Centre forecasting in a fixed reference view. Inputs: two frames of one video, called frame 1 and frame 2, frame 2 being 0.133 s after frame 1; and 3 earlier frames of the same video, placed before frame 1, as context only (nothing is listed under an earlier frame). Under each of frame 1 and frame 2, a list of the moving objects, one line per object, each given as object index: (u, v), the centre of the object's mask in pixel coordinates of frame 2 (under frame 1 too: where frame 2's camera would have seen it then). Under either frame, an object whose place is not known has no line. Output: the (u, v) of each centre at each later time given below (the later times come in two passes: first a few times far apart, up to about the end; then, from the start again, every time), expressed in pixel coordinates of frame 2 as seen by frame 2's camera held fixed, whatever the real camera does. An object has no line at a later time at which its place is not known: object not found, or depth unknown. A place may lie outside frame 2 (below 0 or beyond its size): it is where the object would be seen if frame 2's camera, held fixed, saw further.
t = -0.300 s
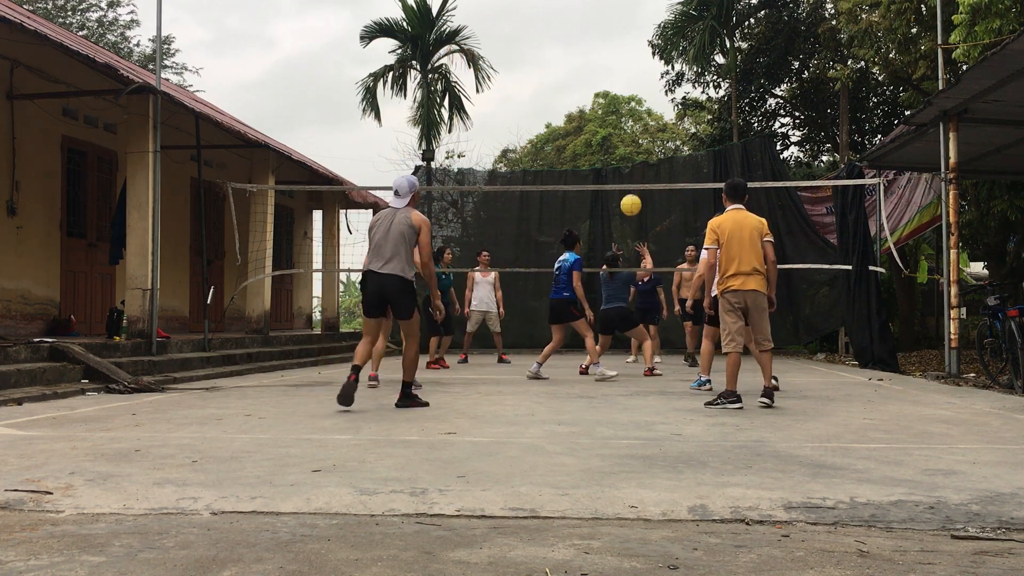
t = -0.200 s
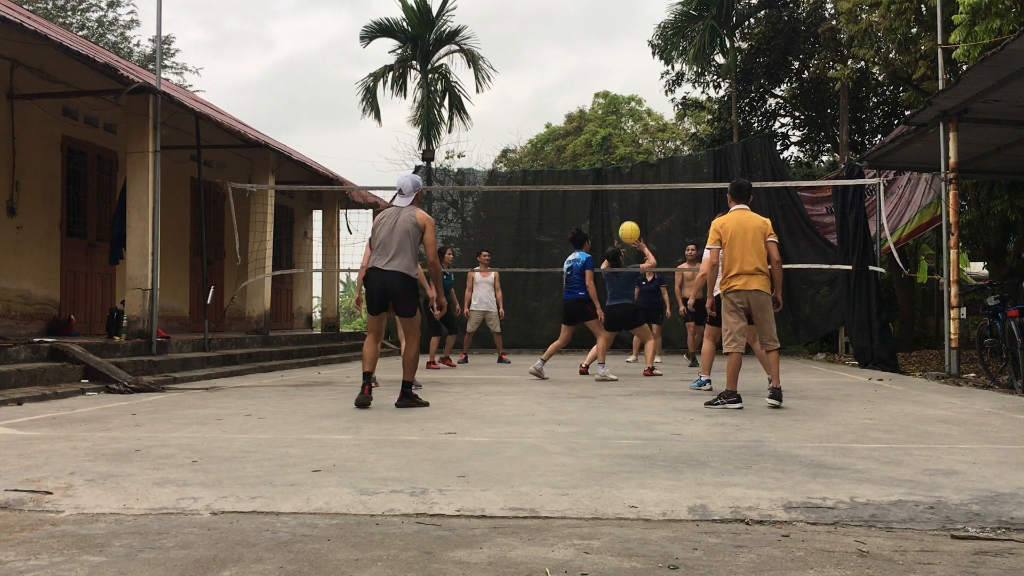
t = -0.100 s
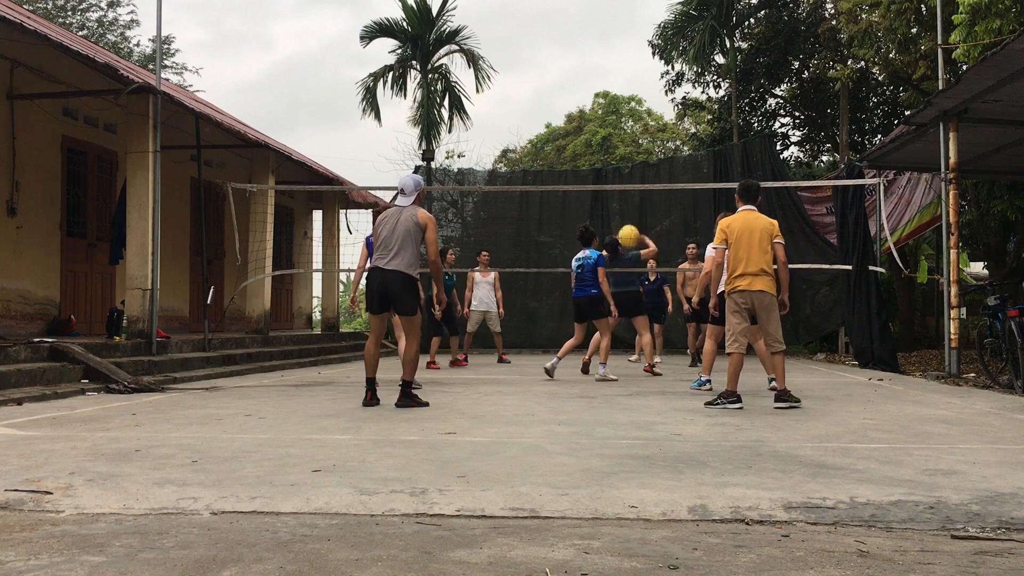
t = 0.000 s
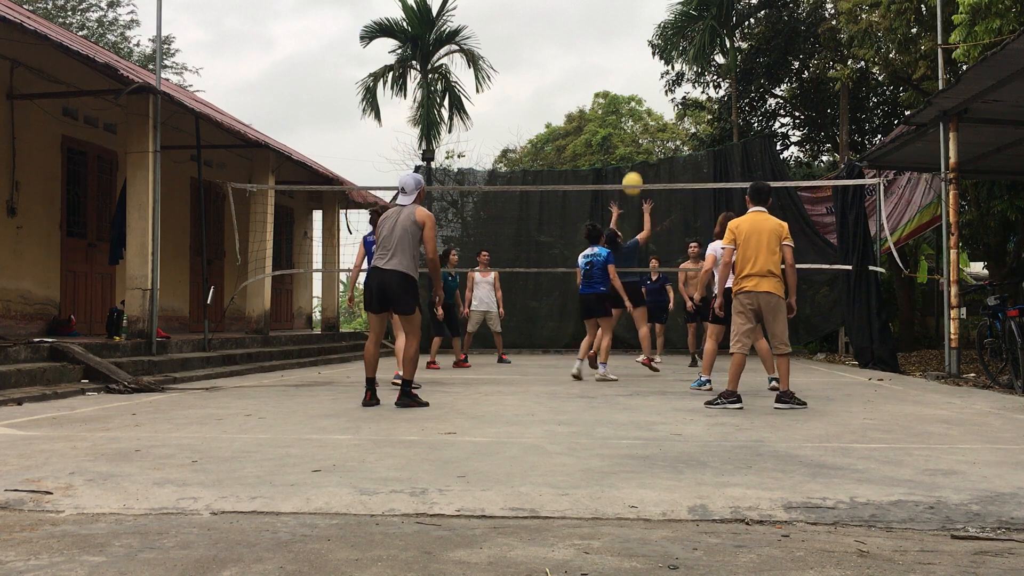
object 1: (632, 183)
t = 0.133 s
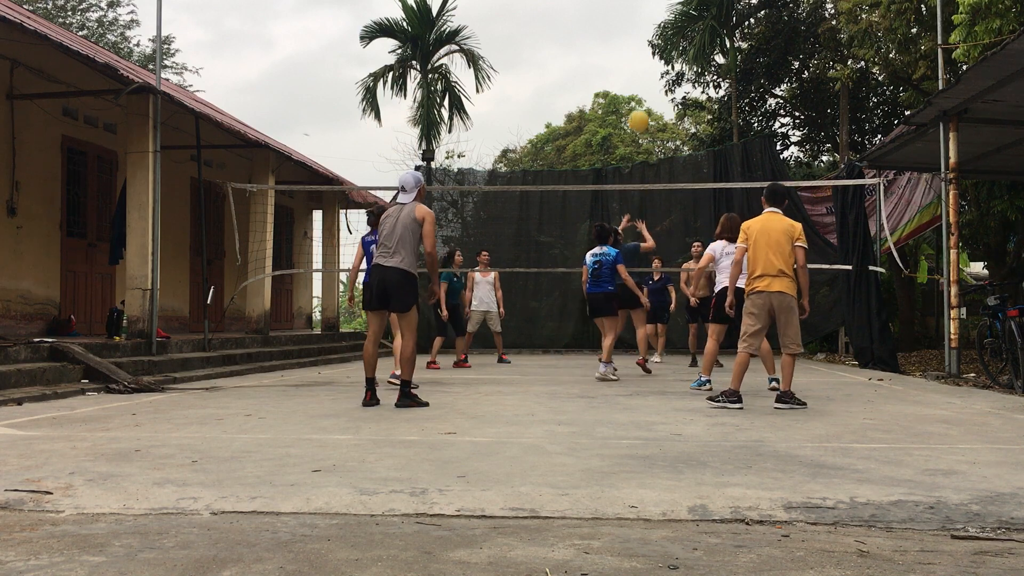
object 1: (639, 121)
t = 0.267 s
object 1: (644, 74)
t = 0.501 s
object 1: (655, 32)
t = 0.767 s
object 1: (667, 39)
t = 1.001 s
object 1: (675, 88)
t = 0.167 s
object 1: (640, 108)
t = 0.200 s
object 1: (641, 95)
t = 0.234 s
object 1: (643, 84)
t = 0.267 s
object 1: (644, 74)
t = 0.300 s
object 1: (646, 65)
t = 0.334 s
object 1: (647, 57)
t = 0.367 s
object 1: (649, 50)
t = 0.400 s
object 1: (651, 44)
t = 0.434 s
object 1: (652, 40)
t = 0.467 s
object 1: (654, 36)
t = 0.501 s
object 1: (655, 32)
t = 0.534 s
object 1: (657, 30)
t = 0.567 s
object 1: (658, 29)
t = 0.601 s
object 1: (659, 29)
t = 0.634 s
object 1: (661, 29)
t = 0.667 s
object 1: (663, 30)
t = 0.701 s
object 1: (664, 32)
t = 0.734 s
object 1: (665, 35)
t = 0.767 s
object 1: (667, 39)
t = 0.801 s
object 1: (668, 44)
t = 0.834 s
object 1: (669, 49)
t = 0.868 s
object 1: (671, 55)
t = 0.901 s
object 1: (672, 62)
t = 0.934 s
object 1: (673, 71)
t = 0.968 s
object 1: (674, 79)
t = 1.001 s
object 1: (675, 88)
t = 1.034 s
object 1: (677, 100)
